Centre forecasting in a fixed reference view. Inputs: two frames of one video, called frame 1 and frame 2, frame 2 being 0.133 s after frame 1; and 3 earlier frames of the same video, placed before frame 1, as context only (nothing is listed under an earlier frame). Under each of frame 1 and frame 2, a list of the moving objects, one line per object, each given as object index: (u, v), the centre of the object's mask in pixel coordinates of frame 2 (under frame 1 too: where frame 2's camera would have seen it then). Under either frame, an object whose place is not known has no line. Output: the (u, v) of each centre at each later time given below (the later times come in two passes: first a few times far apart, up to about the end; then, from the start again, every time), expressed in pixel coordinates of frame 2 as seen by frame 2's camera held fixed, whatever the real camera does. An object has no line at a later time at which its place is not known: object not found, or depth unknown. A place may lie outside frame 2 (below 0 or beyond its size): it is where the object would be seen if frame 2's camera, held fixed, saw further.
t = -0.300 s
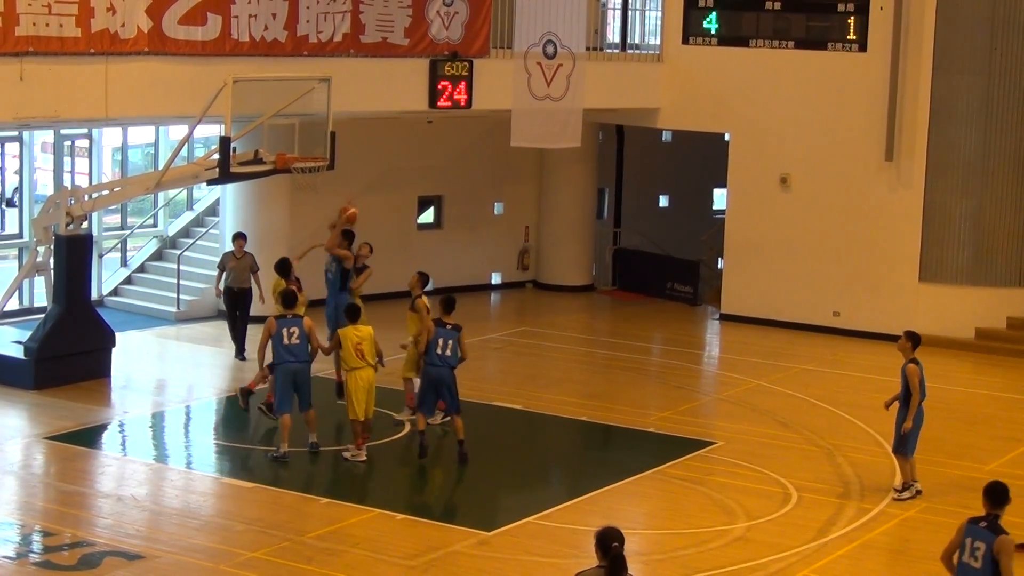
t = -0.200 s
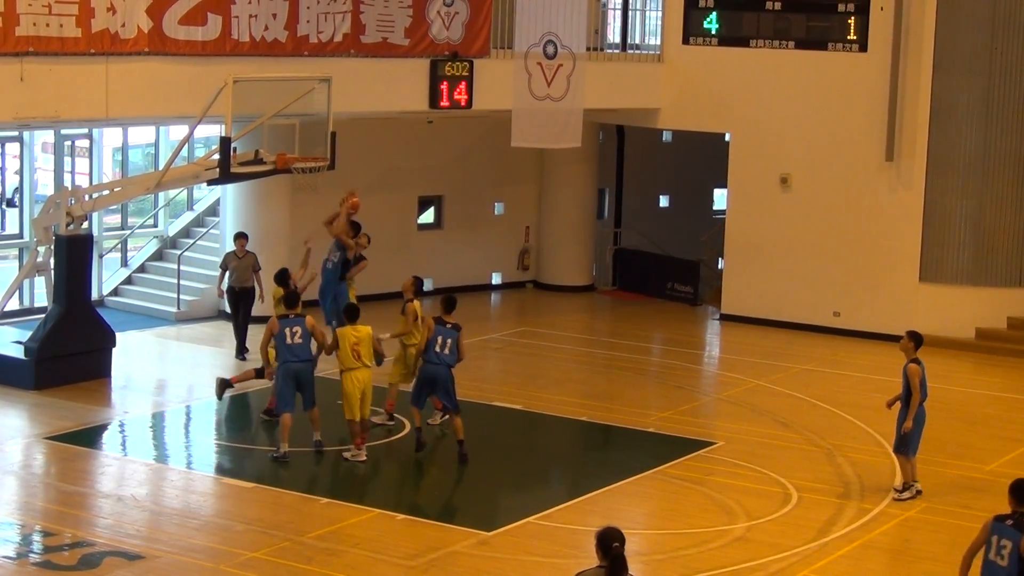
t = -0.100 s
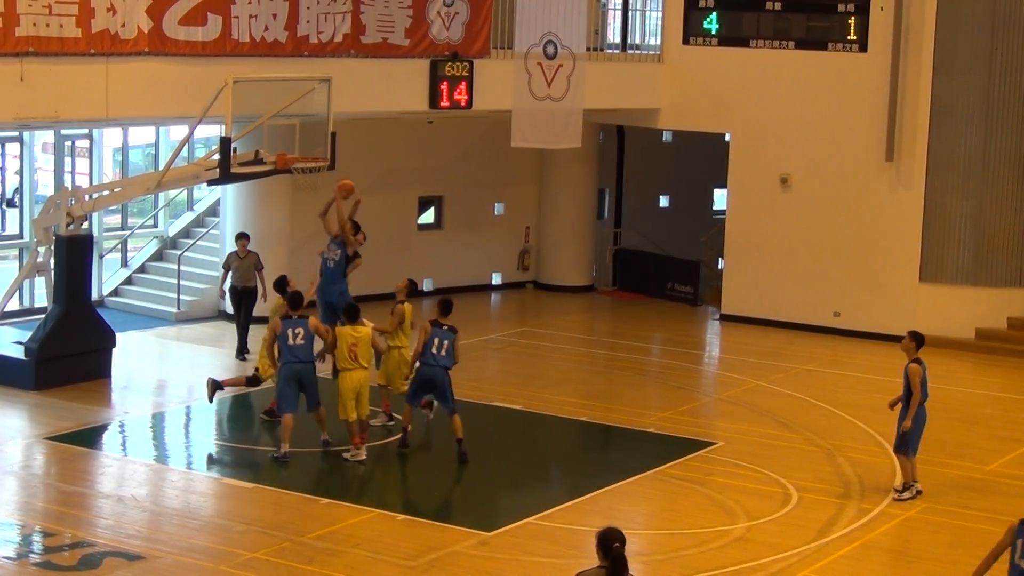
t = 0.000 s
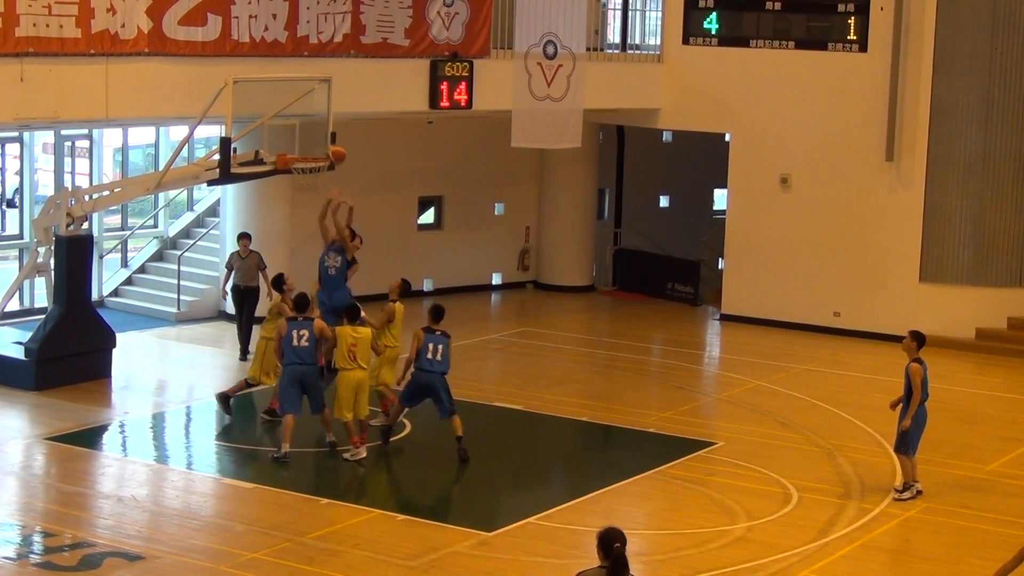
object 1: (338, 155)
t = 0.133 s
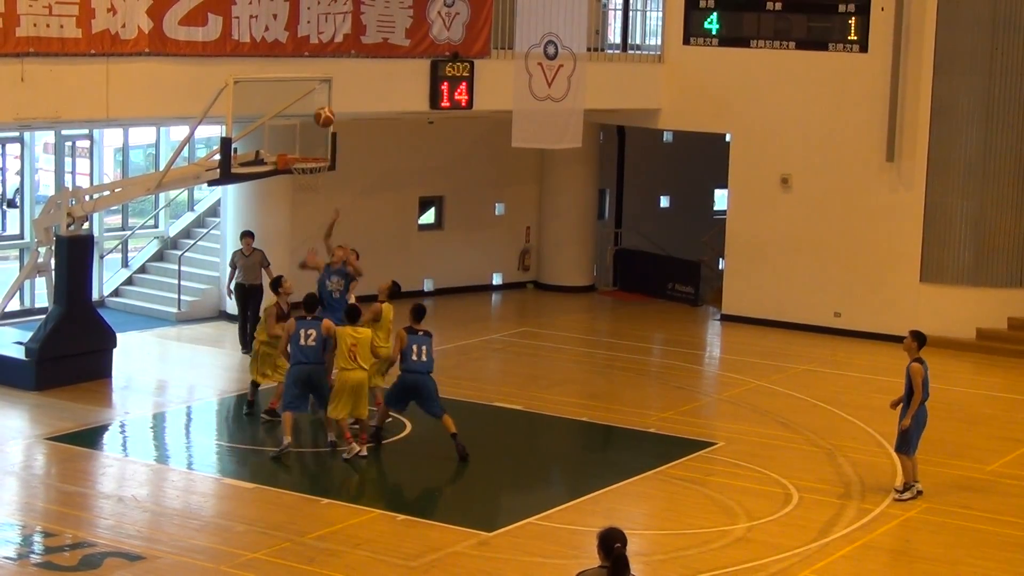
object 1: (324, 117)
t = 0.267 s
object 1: (311, 95)
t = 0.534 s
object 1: (284, 96)
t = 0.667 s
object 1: (270, 121)
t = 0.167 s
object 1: (321, 110)
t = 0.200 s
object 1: (317, 104)
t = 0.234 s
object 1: (314, 99)
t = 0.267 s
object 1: (311, 95)
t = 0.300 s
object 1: (308, 91)
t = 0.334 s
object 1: (305, 89)
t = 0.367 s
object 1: (301, 88)
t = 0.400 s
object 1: (298, 88)
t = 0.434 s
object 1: (295, 88)
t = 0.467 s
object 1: (291, 90)
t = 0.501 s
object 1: (288, 92)
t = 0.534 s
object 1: (284, 96)
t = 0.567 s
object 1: (280, 100)
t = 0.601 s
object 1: (277, 106)
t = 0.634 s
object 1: (273, 113)
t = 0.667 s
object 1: (270, 121)
